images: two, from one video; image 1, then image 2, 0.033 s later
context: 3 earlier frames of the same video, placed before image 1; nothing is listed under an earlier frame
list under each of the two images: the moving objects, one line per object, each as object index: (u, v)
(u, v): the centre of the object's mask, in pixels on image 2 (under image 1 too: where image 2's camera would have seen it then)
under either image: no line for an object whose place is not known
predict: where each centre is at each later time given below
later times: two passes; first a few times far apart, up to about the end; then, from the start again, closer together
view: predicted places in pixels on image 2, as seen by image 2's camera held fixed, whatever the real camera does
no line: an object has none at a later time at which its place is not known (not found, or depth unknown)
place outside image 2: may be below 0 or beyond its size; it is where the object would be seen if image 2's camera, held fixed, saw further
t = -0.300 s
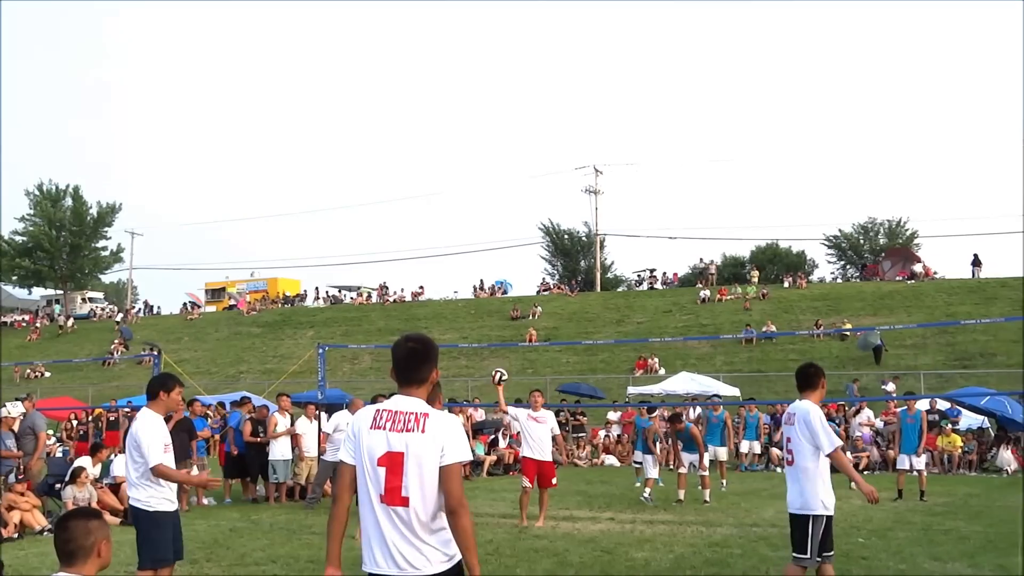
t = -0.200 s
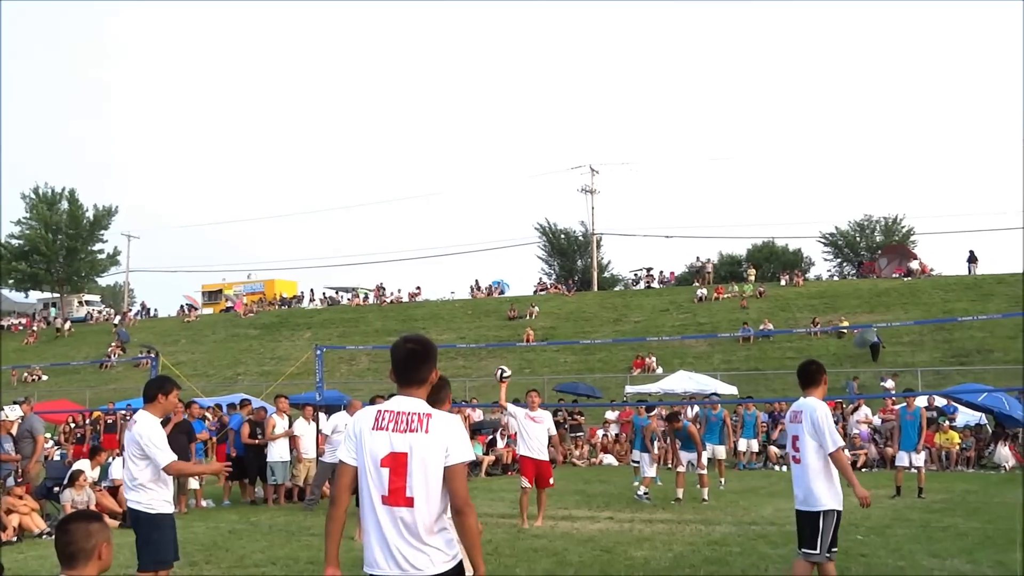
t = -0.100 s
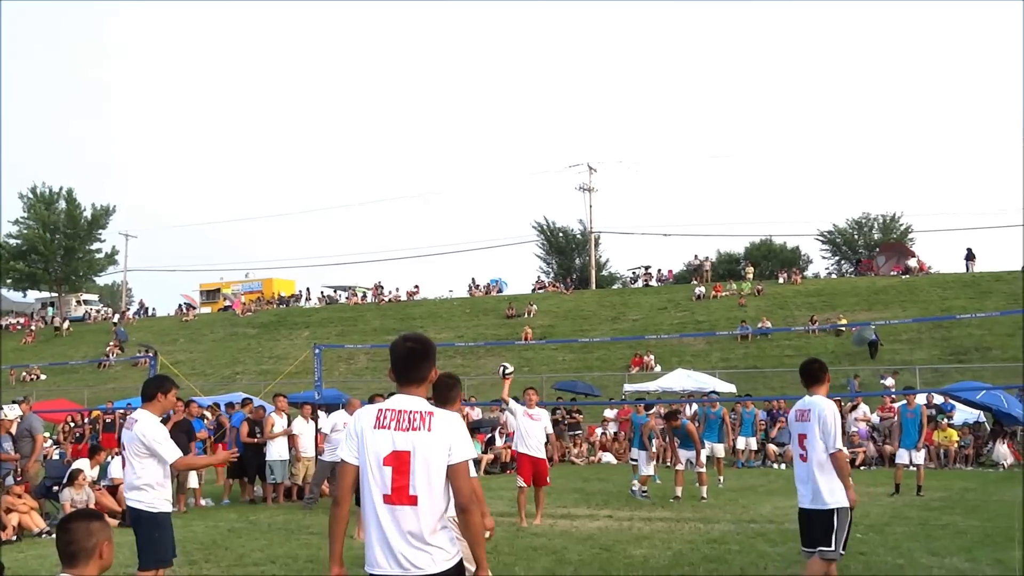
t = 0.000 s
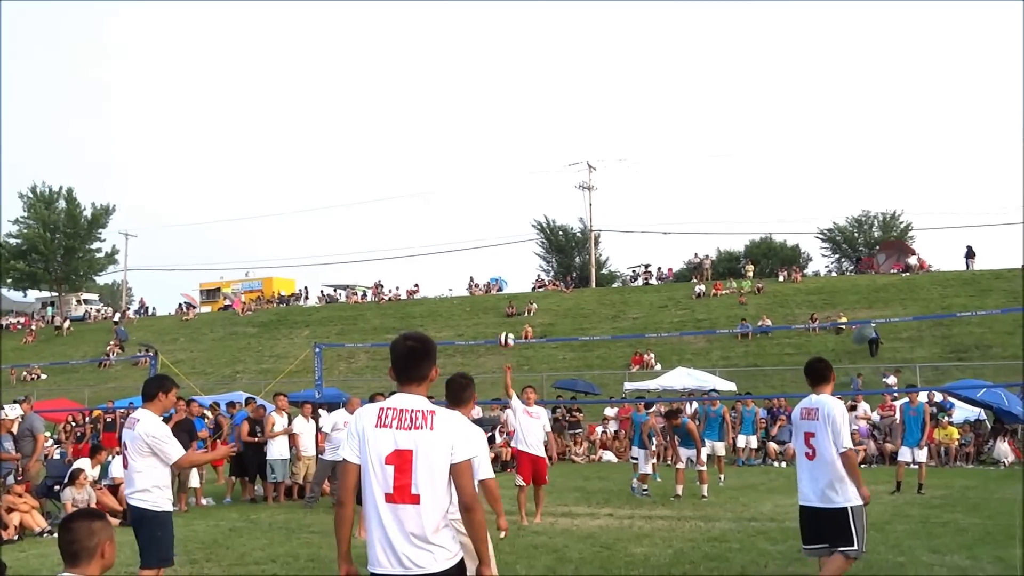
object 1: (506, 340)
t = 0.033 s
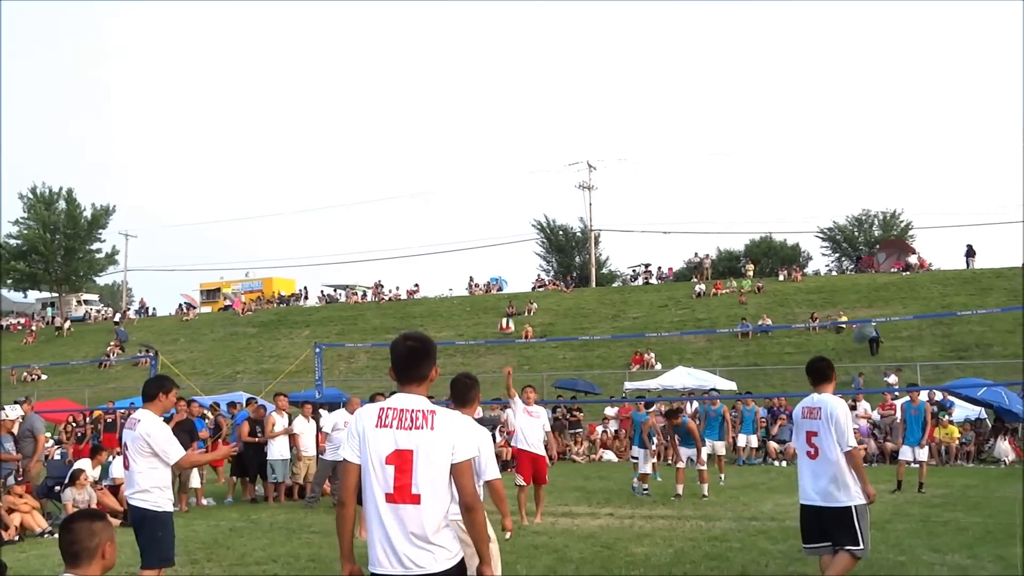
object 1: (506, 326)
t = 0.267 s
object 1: (502, 250)
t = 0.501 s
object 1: (495, 203)
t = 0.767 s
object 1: (482, 211)
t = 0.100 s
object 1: (506, 302)
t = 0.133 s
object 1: (505, 291)
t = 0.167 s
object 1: (504, 280)
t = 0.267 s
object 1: (502, 250)
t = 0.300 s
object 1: (501, 241)
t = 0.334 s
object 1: (500, 233)
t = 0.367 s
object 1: (500, 225)
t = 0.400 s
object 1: (498, 218)
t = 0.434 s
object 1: (498, 212)
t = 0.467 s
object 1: (496, 207)
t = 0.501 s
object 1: (495, 203)
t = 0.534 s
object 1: (494, 200)
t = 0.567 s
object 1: (493, 197)
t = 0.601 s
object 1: (491, 196)
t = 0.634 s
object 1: (489, 197)
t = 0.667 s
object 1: (488, 198)
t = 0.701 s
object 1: (486, 201)
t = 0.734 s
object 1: (484, 206)
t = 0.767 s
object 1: (482, 211)
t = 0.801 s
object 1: (480, 220)
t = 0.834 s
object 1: (479, 230)
